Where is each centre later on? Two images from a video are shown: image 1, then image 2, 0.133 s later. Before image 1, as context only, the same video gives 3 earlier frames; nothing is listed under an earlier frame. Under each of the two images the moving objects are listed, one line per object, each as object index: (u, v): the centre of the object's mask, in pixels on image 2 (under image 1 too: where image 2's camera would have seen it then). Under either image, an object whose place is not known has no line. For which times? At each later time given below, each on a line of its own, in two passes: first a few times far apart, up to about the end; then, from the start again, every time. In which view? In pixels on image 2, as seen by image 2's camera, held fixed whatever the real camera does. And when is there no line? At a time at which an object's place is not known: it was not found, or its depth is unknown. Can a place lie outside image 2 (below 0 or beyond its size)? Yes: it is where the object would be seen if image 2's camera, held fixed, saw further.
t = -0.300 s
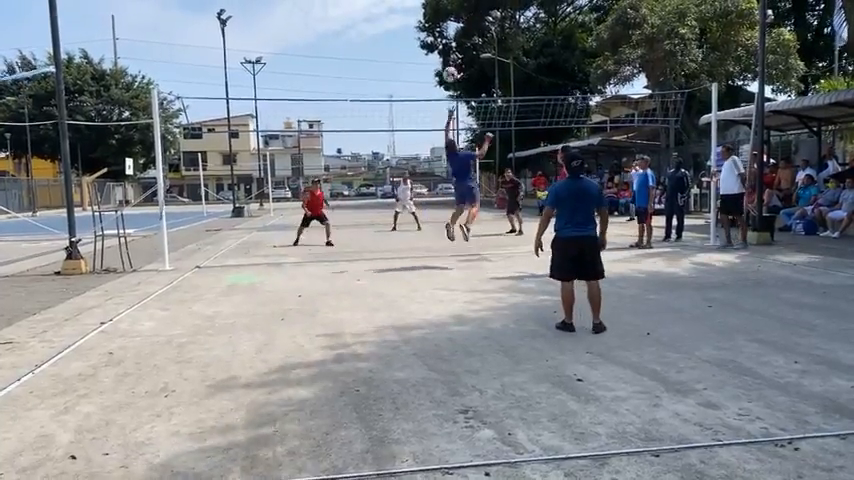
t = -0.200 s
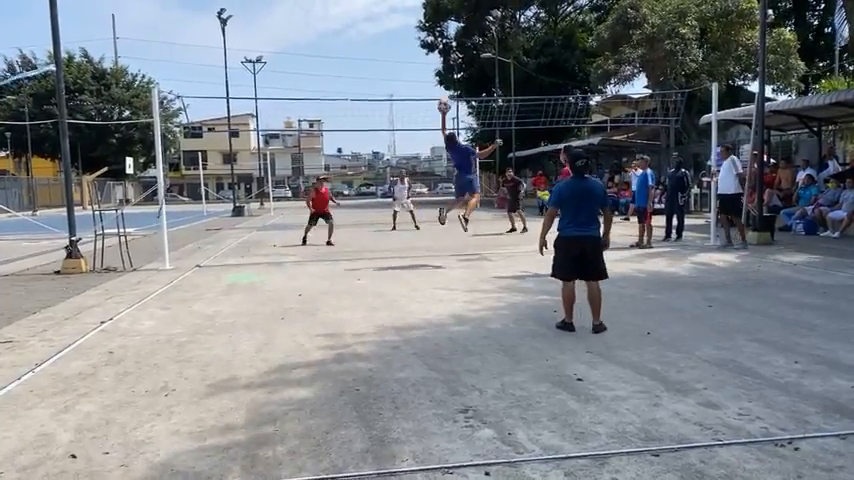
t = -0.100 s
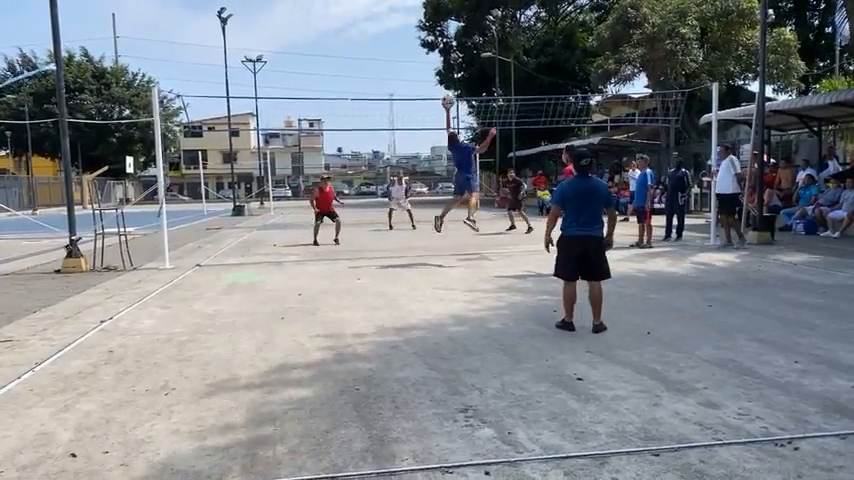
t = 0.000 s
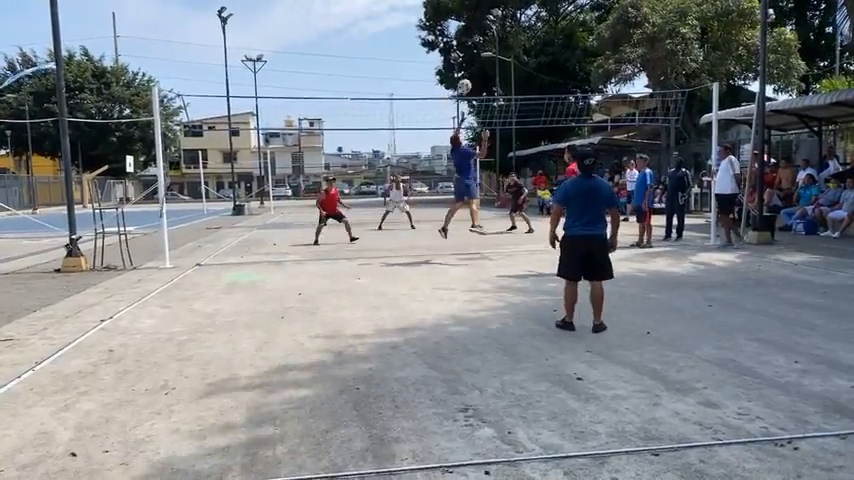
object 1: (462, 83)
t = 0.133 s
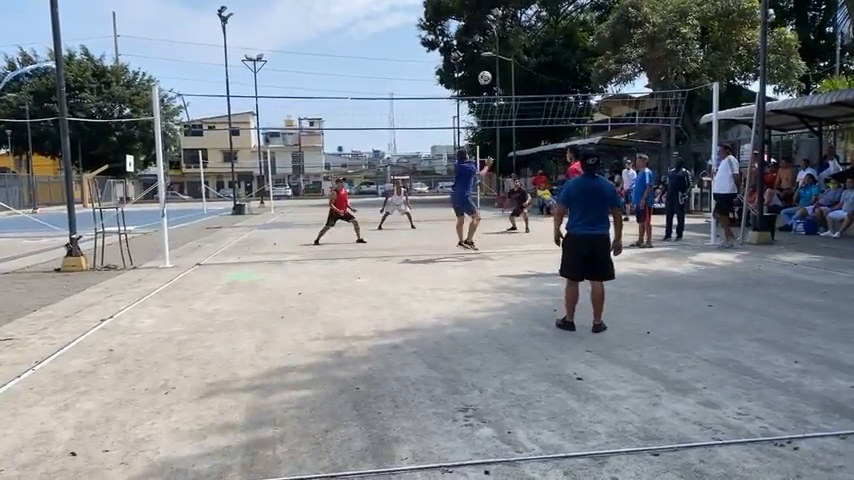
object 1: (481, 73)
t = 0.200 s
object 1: (492, 74)
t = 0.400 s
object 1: (519, 90)
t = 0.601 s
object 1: (542, 125)
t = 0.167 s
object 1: (486, 73)
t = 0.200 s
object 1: (492, 74)
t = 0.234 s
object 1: (497, 75)
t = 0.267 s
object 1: (501, 77)
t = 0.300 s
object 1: (505, 79)
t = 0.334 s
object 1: (510, 82)
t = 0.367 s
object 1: (515, 86)
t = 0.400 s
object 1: (519, 90)
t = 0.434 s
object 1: (523, 93)
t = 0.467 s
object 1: (527, 101)
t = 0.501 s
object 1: (531, 106)
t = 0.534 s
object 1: (535, 112)
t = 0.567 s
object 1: (539, 118)
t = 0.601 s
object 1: (542, 125)
